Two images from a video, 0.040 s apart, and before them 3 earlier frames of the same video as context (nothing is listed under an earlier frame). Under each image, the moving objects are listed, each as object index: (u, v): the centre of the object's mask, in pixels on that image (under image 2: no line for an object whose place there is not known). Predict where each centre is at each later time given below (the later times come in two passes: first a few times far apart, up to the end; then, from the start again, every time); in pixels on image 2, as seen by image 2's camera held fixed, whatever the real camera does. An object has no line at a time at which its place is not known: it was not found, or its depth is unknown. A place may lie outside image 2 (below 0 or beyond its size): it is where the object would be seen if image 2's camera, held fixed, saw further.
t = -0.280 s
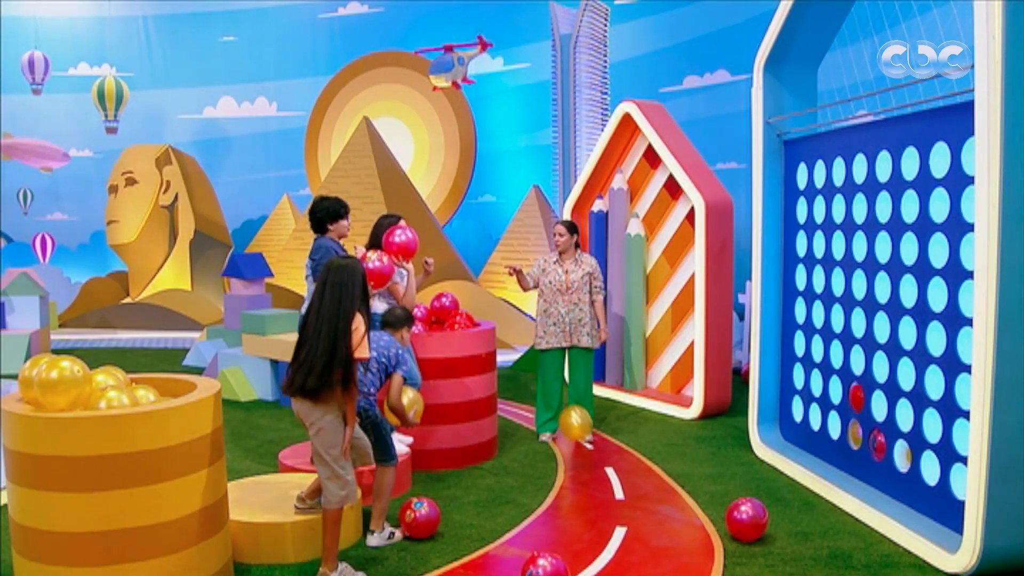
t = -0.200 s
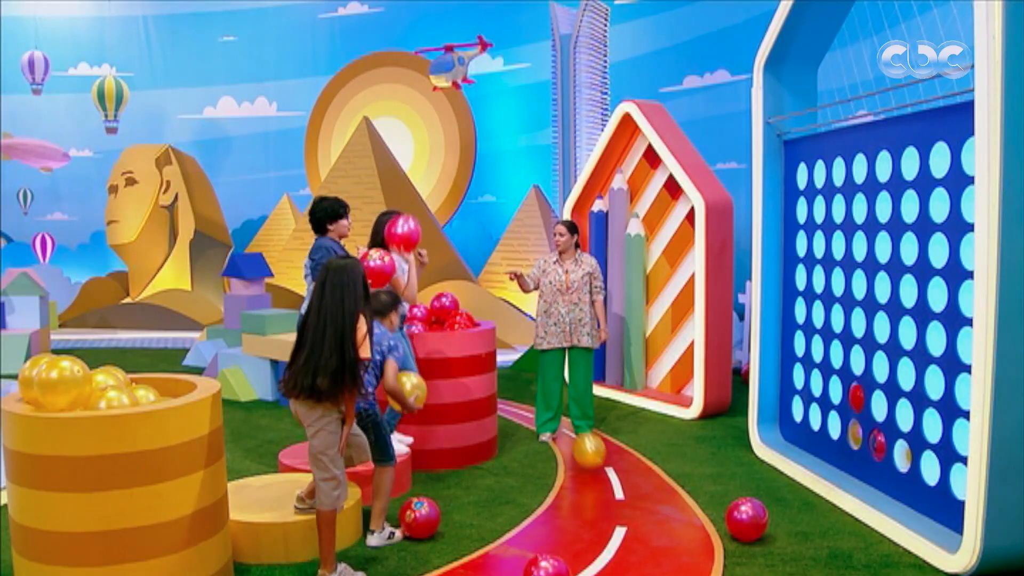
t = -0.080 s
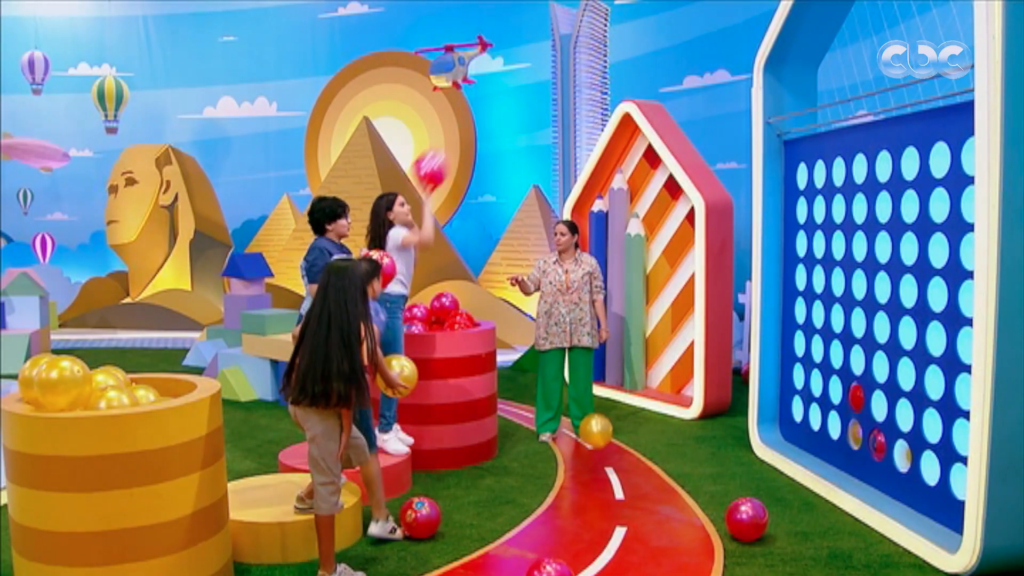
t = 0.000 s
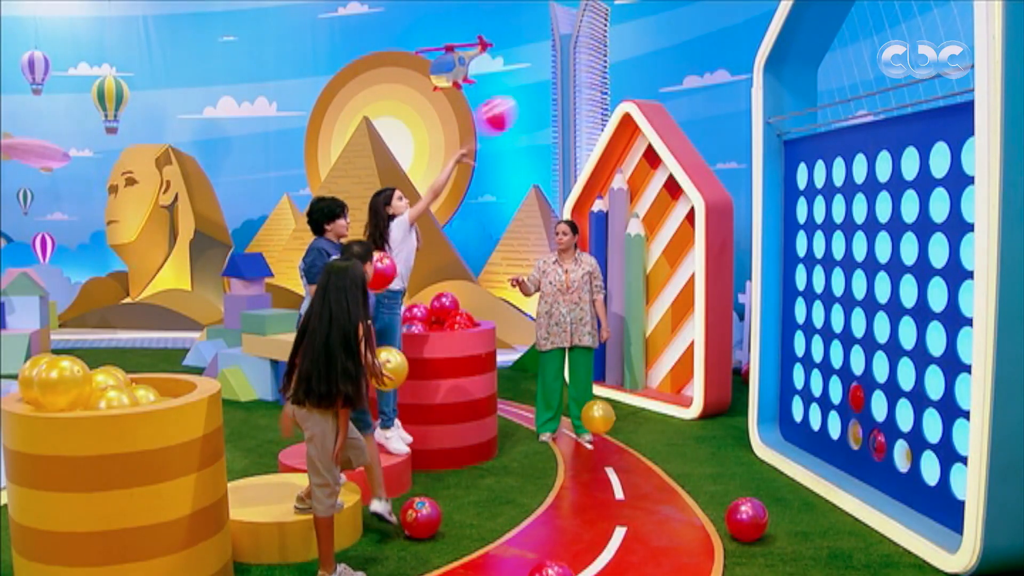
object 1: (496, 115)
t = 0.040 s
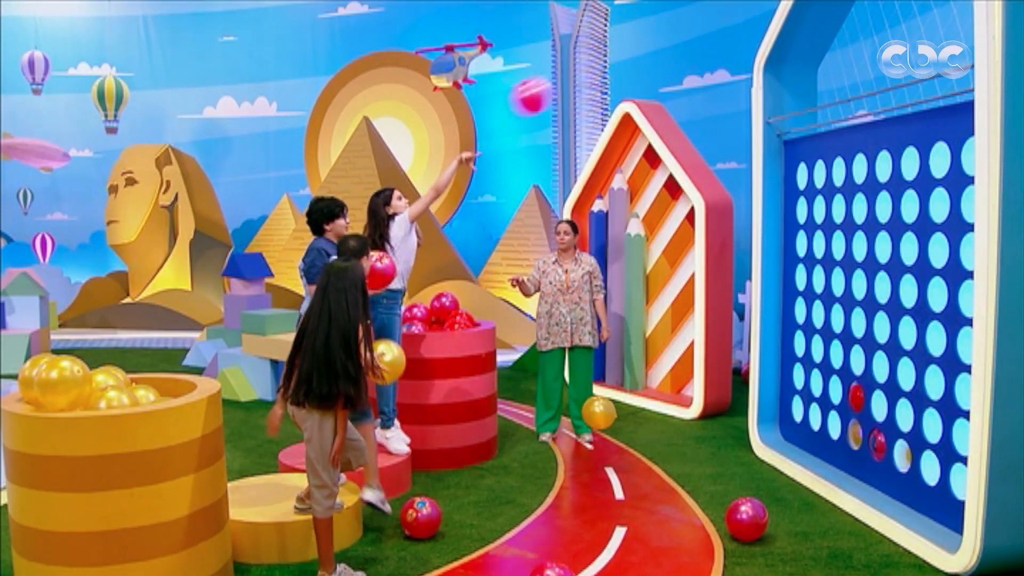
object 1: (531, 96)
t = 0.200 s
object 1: (658, 57)
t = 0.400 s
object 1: (780, 64)
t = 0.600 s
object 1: (830, 114)
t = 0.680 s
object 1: (823, 107)
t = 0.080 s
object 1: (565, 81)
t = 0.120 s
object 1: (599, 71)
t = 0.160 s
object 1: (630, 63)
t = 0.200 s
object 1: (658, 57)
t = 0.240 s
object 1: (685, 54)
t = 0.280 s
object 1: (711, 53)
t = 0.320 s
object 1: (734, 54)
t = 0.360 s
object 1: (757, 58)
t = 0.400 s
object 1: (780, 64)
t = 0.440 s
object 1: (798, 71)
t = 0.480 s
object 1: (817, 81)
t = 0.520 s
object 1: (837, 94)
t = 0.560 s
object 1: (845, 105)
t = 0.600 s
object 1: (830, 114)
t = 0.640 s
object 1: (819, 120)
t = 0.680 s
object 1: (823, 107)
